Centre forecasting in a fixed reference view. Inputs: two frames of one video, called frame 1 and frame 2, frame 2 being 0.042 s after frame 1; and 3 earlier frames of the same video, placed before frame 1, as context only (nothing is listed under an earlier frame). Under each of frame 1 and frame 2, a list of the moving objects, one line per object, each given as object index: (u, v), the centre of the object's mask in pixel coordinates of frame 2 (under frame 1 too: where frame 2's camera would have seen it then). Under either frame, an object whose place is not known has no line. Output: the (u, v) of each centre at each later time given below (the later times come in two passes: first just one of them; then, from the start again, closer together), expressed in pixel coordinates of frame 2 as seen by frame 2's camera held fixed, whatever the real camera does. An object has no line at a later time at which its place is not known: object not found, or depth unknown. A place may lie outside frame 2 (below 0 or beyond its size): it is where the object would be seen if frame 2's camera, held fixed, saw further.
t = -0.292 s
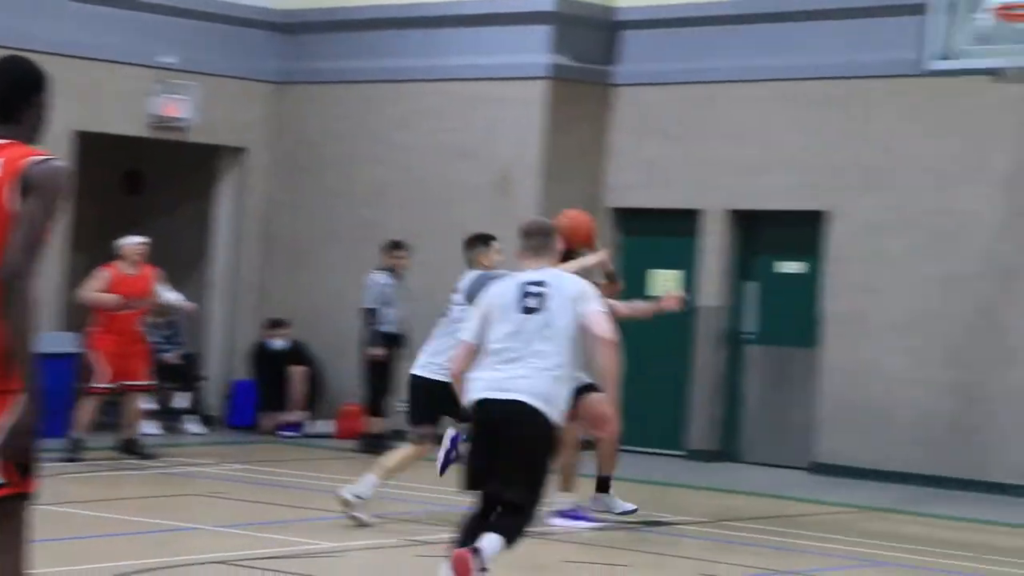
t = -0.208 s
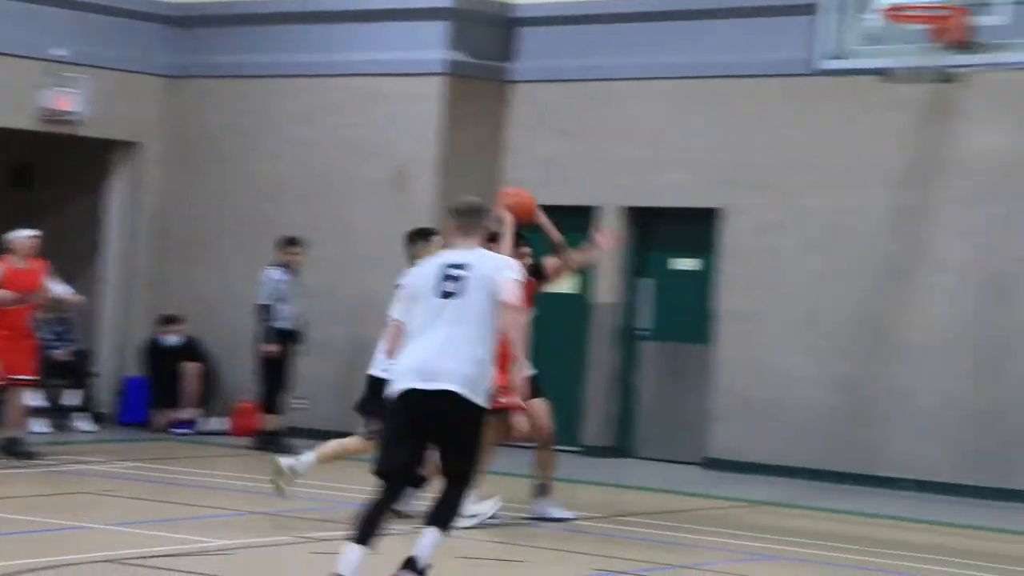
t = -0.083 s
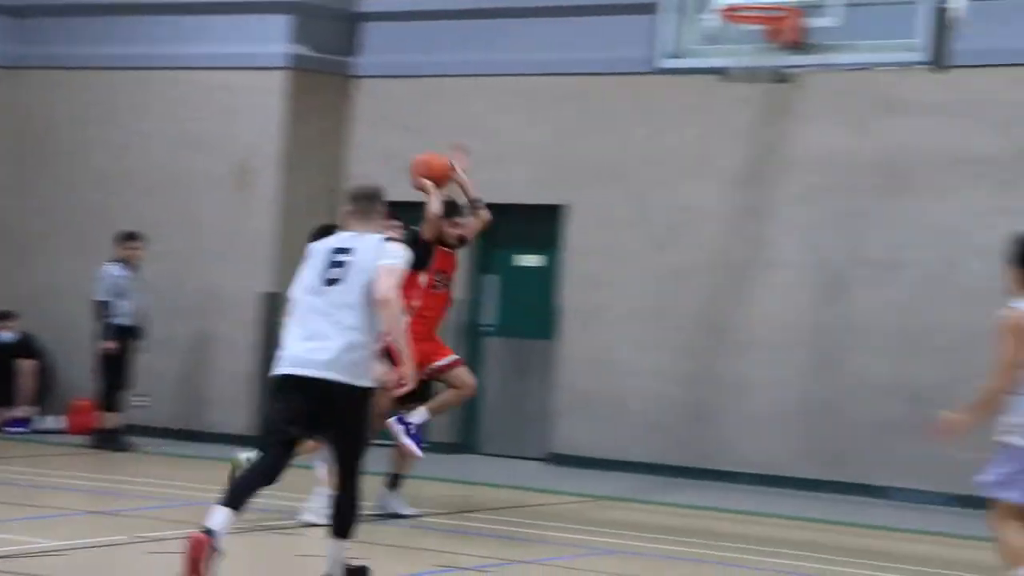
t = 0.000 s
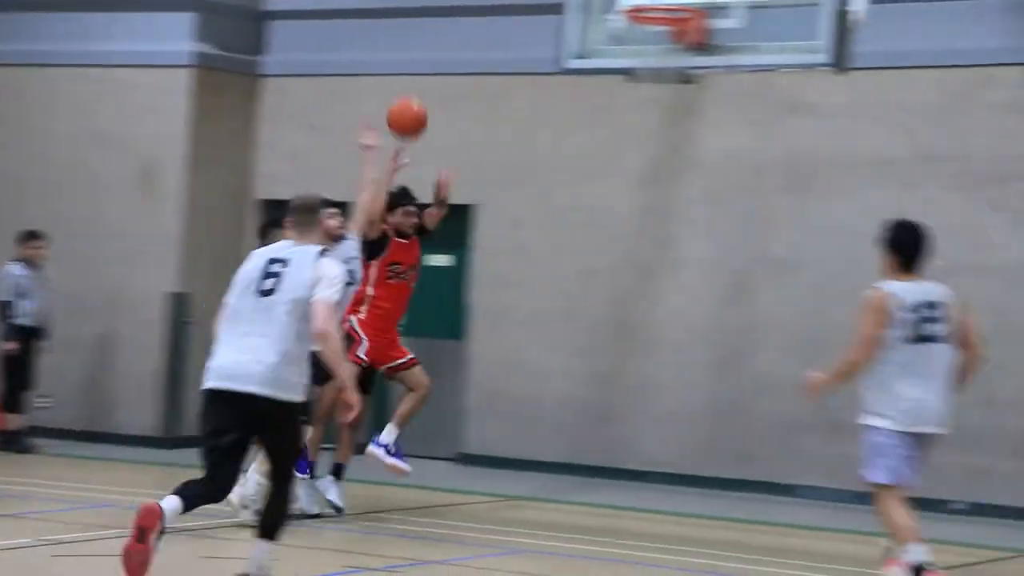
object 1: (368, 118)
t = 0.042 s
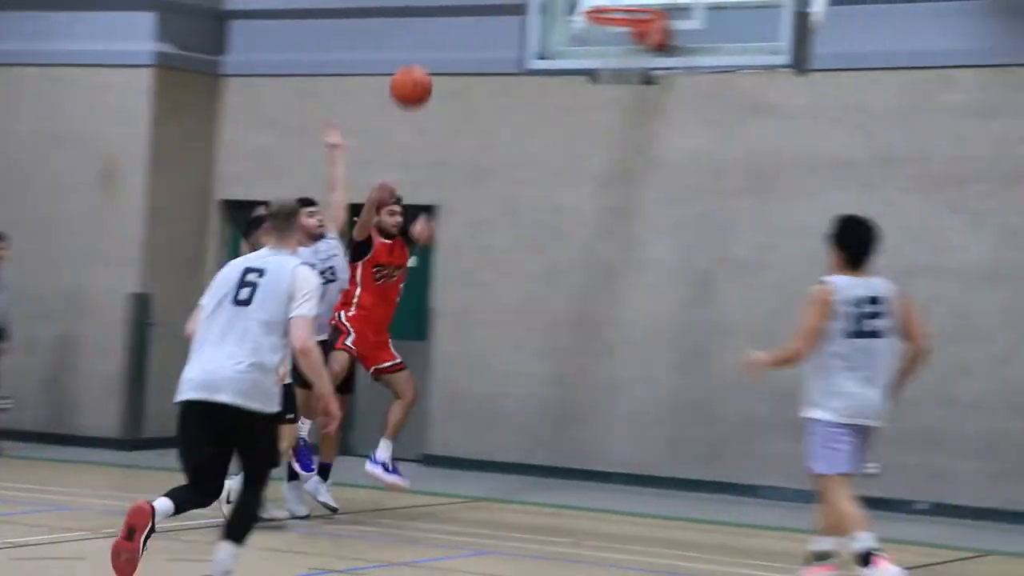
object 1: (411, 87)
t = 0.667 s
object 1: (1247, -67)
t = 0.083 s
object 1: (454, 58)
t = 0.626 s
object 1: (1176, -79)
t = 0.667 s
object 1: (1247, -67)
